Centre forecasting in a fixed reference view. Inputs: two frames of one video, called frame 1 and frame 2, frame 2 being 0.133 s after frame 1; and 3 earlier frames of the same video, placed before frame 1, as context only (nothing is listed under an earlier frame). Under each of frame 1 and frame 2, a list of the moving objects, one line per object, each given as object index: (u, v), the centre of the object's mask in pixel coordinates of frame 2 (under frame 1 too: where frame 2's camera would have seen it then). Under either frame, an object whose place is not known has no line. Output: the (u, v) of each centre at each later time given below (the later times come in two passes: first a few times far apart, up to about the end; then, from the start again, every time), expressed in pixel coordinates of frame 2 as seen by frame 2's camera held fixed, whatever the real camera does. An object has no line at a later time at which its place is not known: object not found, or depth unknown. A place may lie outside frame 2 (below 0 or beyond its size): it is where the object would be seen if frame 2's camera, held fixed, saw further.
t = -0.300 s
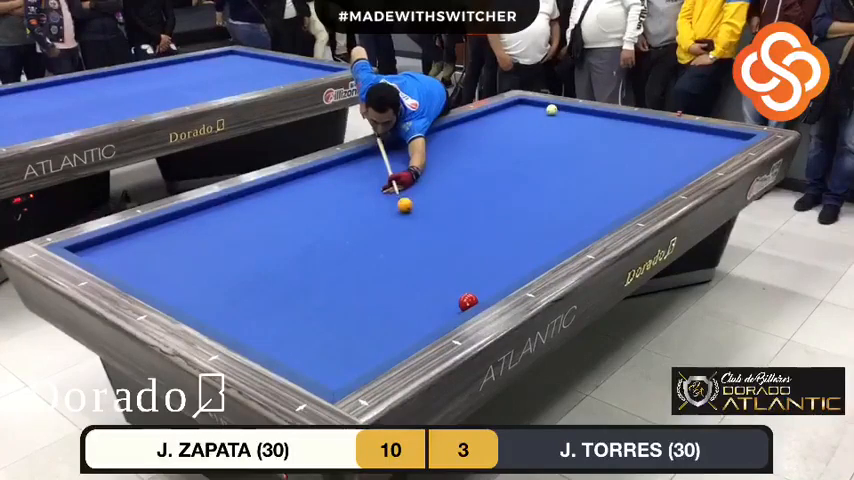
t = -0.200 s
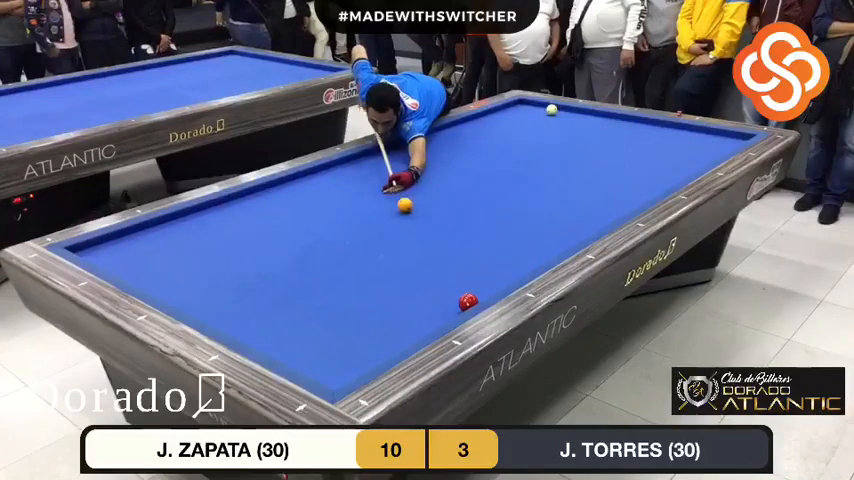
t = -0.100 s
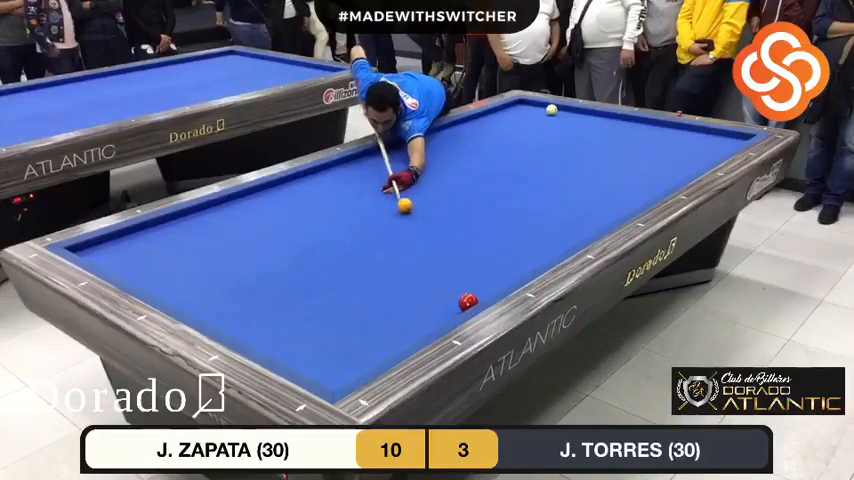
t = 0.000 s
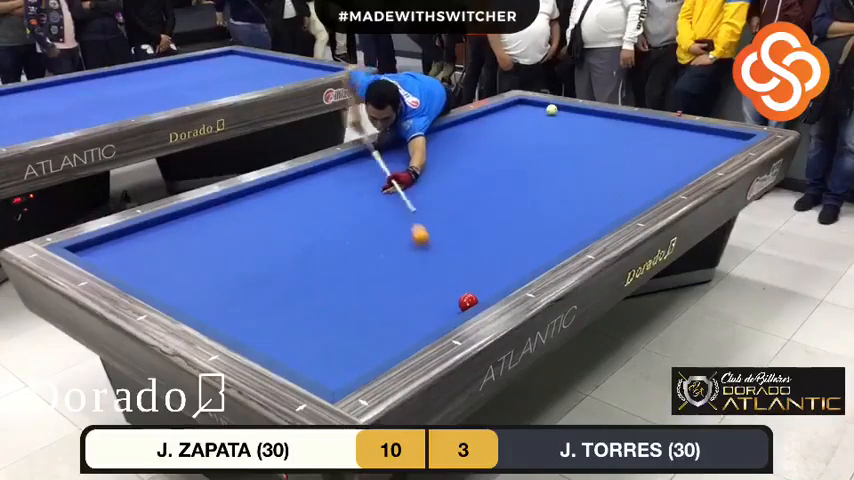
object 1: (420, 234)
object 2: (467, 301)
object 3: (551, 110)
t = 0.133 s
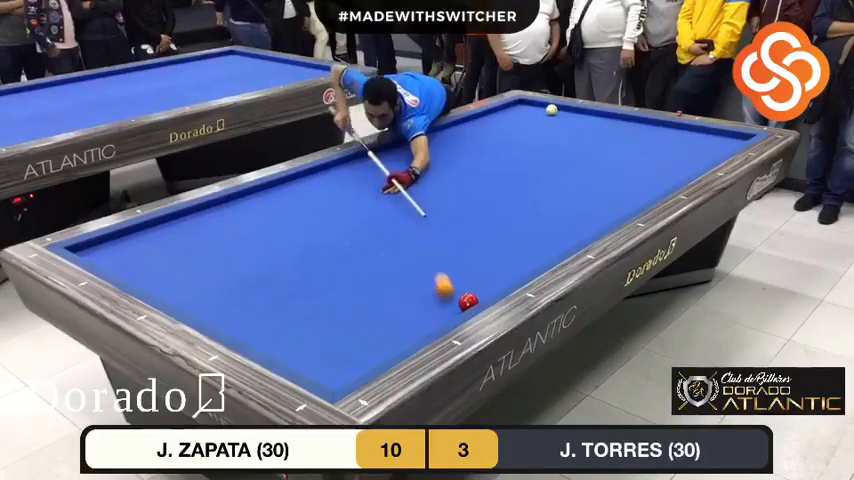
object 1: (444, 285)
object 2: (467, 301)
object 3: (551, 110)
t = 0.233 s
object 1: (426, 324)
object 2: (456, 294)
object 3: (551, 110)
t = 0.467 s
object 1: (325, 335)
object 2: (417, 268)
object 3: (552, 110)
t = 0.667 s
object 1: (360, 274)
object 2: (390, 250)
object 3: (551, 110)
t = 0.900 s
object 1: (381, 237)
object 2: (364, 225)
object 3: (551, 110)
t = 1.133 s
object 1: (396, 215)
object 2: (342, 198)
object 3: (551, 109)
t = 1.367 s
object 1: (409, 197)
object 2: (324, 176)
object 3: (551, 110)
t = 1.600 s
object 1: (420, 180)
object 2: (345, 173)
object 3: (551, 110)
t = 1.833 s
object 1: (430, 166)
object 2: (382, 175)
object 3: (551, 110)
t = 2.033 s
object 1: (438, 155)
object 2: (413, 176)
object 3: (551, 110)
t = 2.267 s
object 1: (446, 143)
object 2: (450, 178)
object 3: (551, 110)
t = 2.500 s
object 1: (454, 133)
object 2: (486, 180)
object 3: (551, 110)
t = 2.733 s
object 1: (460, 123)
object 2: (523, 182)
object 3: (551, 109)
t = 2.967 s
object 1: (481, 117)
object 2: (560, 184)
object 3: (551, 109)
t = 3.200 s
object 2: (597, 185)
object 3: (551, 109)
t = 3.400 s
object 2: (630, 187)
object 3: (551, 110)
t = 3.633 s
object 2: (659, 187)
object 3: (551, 110)
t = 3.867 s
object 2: (646, 182)
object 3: (555, 112)
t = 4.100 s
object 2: (636, 177)
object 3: (560, 115)
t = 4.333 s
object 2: (626, 171)
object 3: (565, 118)
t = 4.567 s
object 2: (617, 167)
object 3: (569, 122)
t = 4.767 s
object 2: (610, 164)
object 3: (573, 124)
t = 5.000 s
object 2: (601, 159)
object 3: (578, 127)
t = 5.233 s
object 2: (594, 156)
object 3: (583, 130)
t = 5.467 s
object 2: (587, 152)
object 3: (588, 133)
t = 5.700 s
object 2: (580, 148)
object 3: (592, 136)
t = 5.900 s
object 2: (575, 147)
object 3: (596, 139)
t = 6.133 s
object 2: (569, 144)
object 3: (601, 141)
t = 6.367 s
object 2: (563, 142)
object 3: (605, 144)
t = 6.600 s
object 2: (558, 139)
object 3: (609, 146)
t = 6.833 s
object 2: (554, 137)
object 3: (613, 149)
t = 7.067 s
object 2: (550, 135)
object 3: (617, 151)
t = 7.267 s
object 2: (546, 134)
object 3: (620, 153)
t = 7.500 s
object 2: (543, 132)
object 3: (624, 155)
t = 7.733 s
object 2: (539, 130)
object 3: (627, 157)
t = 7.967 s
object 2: (536, 129)
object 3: (630, 159)
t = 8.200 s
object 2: (533, 127)
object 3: (633, 161)
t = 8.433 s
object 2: (530, 126)
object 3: (635, 162)
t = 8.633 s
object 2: (529, 126)
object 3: (637, 163)
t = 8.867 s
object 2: (526, 125)
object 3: (639, 165)
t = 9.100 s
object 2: (525, 124)
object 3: (641, 166)
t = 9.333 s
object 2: (523, 124)
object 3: (643, 167)
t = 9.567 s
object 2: (522, 123)
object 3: (644, 167)
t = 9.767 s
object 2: (521, 123)
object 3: (644, 167)
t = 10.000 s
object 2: (520, 122)
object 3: (645, 168)
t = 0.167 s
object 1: (447, 299)
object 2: (468, 301)
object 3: (551, 110)
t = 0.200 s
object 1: (438, 313)
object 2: (463, 299)
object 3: (551, 110)
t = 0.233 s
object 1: (426, 324)
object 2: (456, 294)
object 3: (551, 110)
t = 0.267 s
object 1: (404, 334)
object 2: (449, 290)
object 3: (551, 110)
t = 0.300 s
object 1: (378, 344)
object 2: (443, 285)
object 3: (551, 110)
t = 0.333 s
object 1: (351, 353)
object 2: (437, 282)
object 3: (551, 110)
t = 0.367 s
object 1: (324, 362)
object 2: (431, 278)
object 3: (551, 110)
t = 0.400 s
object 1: (310, 363)
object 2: (426, 274)
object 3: (551, 110)
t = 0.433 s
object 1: (318, 349)
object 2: (421, 271)
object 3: (552, 110)
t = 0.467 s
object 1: (325, 335)
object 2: (417, 268)
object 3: (552, 110)
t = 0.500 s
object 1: (333, 323)
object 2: (412, 265)
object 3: (551, 110)
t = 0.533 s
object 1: (339, 312)
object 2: (407, 262)
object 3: (551, 110)
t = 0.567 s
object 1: (345, 301)
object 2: (403, 259)
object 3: (551, 110)
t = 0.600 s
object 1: (350, 291)
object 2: (399, 256)
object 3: (551, 110)
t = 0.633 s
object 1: (356, 282)
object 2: (394, 253)
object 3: (551, 110)
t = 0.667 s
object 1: (360, 274)
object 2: (390, 250)
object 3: (551, 110)
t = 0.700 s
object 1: (363, 266)
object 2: (386, 248)
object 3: (551, 110)
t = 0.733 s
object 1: (367, 259)
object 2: (383, 245)
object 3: (551, 110)
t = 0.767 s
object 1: (370, 252)
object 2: (380, 242)
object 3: (551, 110)
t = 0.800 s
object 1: (374, 247)
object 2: (375, 235)
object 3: (551, 110)
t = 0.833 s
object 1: (376, 243)
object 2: (368, 233)
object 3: (551, 110)
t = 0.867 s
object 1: (378, 240)
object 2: (367, 229)
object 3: (551, 110)
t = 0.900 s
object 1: (381, 237)
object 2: (364, 225)
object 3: (551, 110)
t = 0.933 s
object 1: (383, 233)
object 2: (360, 221)
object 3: (551, 110)
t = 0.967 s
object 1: (385, 230)
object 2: (357, 217)
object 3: (551, 110)
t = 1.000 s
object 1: (387, 227)
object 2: (354, 212)
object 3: (552, 109)
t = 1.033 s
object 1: (389, 224)
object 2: (351, 209)
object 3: (552, 110)
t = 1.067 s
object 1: (391, 221)
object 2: (348, 205)
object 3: (552, 110)
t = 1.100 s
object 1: (393, 218)
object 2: (345, 202)
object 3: (551, 110)
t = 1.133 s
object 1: (396, 215)
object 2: (342, 198)
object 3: (551, 109)
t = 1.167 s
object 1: (398, 212)
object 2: (339, 195)
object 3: (551, 109)
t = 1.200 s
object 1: (399, 209)
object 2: (336, 191)
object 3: (551, 110)
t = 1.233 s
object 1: (401, 207)
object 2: (334, 189)
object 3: (551, 110)
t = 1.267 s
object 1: (403, 204)
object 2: (331, 185)
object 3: (551, 110)
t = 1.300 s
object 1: (405, 202)
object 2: (328, 182)
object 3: (551, 110)
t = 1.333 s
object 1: (407, 199)
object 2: (326, 180)
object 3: (551, 110)
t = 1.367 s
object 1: (409, 197)
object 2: (324, 176)
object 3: (551, 110)
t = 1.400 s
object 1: (410, 194)
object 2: (321, 173)
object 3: (551, 109)
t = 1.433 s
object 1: (412, 192)
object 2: (319, 171)
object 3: (551, 109)
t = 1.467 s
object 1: (414, 190)
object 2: (320, 169)
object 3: (551, 110)
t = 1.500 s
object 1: (415, 187)
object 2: (326, 170)
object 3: (551, 110)
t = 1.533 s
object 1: (417, 185)
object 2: (333, 171)
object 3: (551, 110)
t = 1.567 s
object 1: (419, 183)
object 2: (339, 171)
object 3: (552, 110)
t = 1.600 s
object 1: (420, 180)
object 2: (345, 173)
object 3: (551, 110)
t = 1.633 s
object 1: (422, 178)
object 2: (351, 173)
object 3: (551, 110)
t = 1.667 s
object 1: (423, 176)
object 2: (356, 173)
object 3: (551, 110)
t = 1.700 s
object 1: (424, 174)
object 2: (361, 174)
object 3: (551, 110)
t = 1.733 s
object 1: (425, 172)
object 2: (367, 174)
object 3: (551, 110)
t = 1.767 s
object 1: (427, 170)
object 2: (372, 174)
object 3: (551, 110)
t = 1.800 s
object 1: (429, 168)
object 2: (377, 174)
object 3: (551, 110)
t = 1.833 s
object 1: (430, 166)
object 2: (382, 175)
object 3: (551, 110)
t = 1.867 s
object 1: (431, 164)
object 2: (387, 175)
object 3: (551, 110)
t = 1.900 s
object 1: (433, 162)
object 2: (393, 175)
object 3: (551, 110)
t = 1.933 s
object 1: (434, 160)
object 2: (397, 175)
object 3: (551, 110)
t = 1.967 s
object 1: (436, 159)
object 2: (403, 175)
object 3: (551, 110)
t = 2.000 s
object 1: (437, 157)
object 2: (408, 176)
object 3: (551, 110)
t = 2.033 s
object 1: (438, 155)
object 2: (413, 176)
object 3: (551, 110)
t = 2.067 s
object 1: (439, 153)
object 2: (418, 176)
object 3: (551, 110)
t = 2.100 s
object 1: (440, 152)
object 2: (424, 176)
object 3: (551, 110)
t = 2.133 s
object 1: (441, 150)
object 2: (429, 177)
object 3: (551, 110)
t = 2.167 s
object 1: (443, 149)
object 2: (434, 177)
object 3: (551, 110)
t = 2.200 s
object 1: (444, 147)
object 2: (439, 177)
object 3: (551, 110)
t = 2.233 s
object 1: (445, 145)
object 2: (444, 178)
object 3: (551, 110)
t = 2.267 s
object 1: (446, 143)
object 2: (450, 178)
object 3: (551, 110)
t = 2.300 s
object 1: (447, 142)
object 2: (455, 178)
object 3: (551, 110)
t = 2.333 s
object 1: (448, 141)
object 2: (460, 178)
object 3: (551, 110)
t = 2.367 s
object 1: (449, 139)
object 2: (465, 179)
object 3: (551, 110)
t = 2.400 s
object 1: (450, 138)
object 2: (470, 179)
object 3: (551, 110)
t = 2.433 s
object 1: (452, 136)
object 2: (476, 179)
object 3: (551, 110)
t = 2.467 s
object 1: (452, 134)
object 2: (481, 179)
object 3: (551, 110)
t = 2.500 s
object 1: (454, 133)
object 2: (486, 180)
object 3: (551, 110)
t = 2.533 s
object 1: (454, 132)
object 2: (492, 180)
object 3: (551, 110)
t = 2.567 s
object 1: (456, 130)
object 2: (497, 181)
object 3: (551, 110)
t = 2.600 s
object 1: (456, 129)
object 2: (502, 181)
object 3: (551, 110)
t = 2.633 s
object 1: (457, 127)
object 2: (507, 182)
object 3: (551, 110)
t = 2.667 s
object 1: (458, 126)
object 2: (513, 182)
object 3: (551, 110)
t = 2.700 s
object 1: (459, 125)
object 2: (518, 182)
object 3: (551, 110)
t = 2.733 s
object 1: (460, 123)
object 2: (523, 182)
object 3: (551, 109)
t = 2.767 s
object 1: (461, 122)
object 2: (528, 182)
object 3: (551, 109)
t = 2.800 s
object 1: (462, 121)
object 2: (534, 183)
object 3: (551, 109)
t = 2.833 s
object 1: (465, 120)
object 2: (539, 183)
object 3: (551, 109)
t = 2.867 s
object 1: (469, 119)
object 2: (544, 183)
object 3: (551, 109)
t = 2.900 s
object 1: (473, 119)
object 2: (550, 183)
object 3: (551, 109)
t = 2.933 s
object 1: (477, 118)
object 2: (555, 183)
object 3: (551, 110)
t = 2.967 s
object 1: (481, 117)
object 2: (560, 184)
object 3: (551, 109)
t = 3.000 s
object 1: (485, 117)
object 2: (565, 184)
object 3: (551, 109)
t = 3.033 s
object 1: (488, 116)
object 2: (570, 184)
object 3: (551, 110)
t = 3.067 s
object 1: (492, 115)
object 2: (576, 184)
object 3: (551, 109)
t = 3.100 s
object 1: (495, 115)
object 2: (581, 185)
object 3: (551, 110)
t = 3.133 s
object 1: (499, 114)
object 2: (587, 185)
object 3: (551, 109)
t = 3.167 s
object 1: (503, 113)
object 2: (592, 185)
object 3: (551, 110)
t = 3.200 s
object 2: (597, 185)
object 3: (551, 109)
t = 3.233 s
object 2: (603, 186)
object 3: (551, 109)
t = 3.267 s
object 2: (608, 186)
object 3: (551, 110)
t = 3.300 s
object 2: (614, 186)
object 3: (551, 110)
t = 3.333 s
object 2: (619, 186)
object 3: (551, 110)
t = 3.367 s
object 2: (624, 187)
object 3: (551, 110)
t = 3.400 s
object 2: (630, 187)
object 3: (551, 110)
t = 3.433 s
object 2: (635, 187)
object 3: (551, 110)
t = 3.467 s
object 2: (640, 188)
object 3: (551, 110)
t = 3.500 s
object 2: (645, 188)
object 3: (551, 110)
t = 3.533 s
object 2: (651, 188)
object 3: (551, 110)
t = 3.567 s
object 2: (656, 188)
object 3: (551, 110)
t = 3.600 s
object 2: (660, 187)
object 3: (551, 110)
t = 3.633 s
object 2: (659, 187)
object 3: (551, 110)
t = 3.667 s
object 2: (656, 187)
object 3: (551, 110)
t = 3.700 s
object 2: (655, 186)
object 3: (551, 110)
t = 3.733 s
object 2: (653, 185)
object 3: (552, 110)
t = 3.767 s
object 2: (651, 184)
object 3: (552, 110)
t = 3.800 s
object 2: (650, 183)
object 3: (554, 111)
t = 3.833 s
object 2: (648, 183)
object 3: (554, 112)
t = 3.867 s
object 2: (646, 182)
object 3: (555, 112)
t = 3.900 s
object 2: (645, 181)
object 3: (556, 112)
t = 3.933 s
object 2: (643, 180)
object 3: (556, 113)
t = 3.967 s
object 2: (642, 179)
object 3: (557, 113)
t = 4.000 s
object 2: (640, 179)
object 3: (558, 114)
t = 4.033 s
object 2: (639, 178)
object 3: (558, 114)
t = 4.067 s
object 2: (637, 177)
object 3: (559, 115)
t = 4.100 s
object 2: (636, 177)
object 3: (560, 115)
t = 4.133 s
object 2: (634, 176)
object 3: (560, 116)
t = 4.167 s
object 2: (633, 175)
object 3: (561, 116)
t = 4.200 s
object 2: (632, 174)
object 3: (562, 116)
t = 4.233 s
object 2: (630, 174)
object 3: (562, 117)
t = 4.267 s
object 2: (629, 173)
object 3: (563, 117)
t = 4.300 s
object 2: (627, 172)
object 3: (564, 118)
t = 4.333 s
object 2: (626, 171)
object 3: (565, 118)
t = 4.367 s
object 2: (625, 170)
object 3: (565, 119)
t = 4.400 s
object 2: (623, 170)
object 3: (566, 119)
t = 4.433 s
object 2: (622, 169)
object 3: (567, 120)
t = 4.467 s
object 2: (621, 169)
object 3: (567, 120)
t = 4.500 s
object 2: (619, 168)
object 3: (568, 121)
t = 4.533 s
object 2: (618, 168)
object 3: (569, 121)
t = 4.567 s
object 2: (617, 167)
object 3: (569, 122)
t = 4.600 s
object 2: (616, 166)
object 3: (570, 122)
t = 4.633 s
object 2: (615, 166)
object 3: (571, 122)
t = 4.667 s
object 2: (613, 165)
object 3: (571, 123)
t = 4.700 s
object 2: (612, 165)
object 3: (572, 123)
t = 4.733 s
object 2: (611, 165)
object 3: (572, 124)
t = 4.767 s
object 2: (610, 164)
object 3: (573, 124)
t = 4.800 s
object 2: (608, 162)
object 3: (574, 125)
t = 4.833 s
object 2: (607, 162)
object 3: (575, 125)
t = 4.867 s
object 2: (606, 162)
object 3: (575, 125)
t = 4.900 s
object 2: (605, 161)
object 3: (576, 126)
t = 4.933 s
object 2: (604, 160)
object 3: (577, 126)
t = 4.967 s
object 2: (602, 160)
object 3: (577, 127)
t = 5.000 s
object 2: (601, 159)
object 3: (578, 127)
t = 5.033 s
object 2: (600, 159)
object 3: (579, 128)
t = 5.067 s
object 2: (599, 158)
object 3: (579, 128)
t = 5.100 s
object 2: (598, 158)
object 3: (580, 129)
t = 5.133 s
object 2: (597, 157)
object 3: (581, 129)
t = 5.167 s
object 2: (596, 156)
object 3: (582, 129)
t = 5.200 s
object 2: (595, 156)
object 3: (582, 130)
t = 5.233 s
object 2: (594, 156)
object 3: (583, 130)
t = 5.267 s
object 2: (593, 155)
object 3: (584, 131)
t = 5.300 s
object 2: (592, 155)
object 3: (585, 131)
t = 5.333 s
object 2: (591, 154)
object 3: (585, 131)
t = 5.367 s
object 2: (590, 154)
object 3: (586, 132)
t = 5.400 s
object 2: (589, 154)
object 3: (586, 132)
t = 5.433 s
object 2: (588, 153)
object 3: (587, 133)
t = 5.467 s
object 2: (587, 152)
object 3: (588, 133)
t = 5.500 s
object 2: (586, 152)
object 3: (588, 133)
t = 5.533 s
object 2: (585, 152)
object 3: (589, 134)
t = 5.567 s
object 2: (584, 151)
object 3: (590, 134)
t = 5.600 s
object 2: (583, 151)
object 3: (590, 135)
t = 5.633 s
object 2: (582, 150)
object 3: (591, 135)
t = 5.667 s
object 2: (581, 150)
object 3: (592, 135)
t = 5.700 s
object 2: (580, 148)
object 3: (592, 136)
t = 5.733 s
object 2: (579, 149)
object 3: (593, 137)
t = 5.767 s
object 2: (578, 148)
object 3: (594, 137)
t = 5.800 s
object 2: (577, 148)
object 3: (594, 137)
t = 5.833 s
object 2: (576, 148)
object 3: (595, 138)
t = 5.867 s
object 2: (576, 147)
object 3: (595, 138)
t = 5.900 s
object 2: (575, 147)
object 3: (596, 139)
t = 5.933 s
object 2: (574, 146)
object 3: (597, 139)
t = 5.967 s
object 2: (573, 146)
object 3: (597, 139)
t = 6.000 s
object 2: (572, 146)
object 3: (598, 140)
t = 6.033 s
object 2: (571, 145)
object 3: (599, 140)
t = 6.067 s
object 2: (570, 145)
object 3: (599, 141)
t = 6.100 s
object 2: (569, 145)
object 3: (600, 141)
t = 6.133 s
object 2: (569, 144)
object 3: (601, 141)
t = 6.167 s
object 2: (568, 144)
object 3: (601, 142)
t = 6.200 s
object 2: (567, 143)
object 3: (602, 142)
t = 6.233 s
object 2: (566, 143)
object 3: (602, 143)
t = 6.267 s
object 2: (566, 143)
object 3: (603, 143)
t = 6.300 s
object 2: (565, 142)
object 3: (603, 143)
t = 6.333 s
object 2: (564, 142)
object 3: (604, 144)
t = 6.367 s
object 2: (563, 142)
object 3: (605, 144)
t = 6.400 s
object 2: (562, 141)
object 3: (605, 144)
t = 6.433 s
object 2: (562, 141)
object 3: (606, 144)
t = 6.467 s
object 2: (561, 140)
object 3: (606, 145)
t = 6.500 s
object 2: (560, 140)
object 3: (607, 145)
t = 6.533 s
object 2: (560, 140)
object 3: (608, 146)
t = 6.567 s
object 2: (559, 140)
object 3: (608, 146)
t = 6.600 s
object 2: (558, 139)
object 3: (609, 146)
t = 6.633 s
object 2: (558, 139)
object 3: (610, 146)
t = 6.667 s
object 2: (557, 139)
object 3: (610, 147)
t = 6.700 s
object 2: (556, 138)
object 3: (610, 147)
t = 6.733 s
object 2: (556, 138)
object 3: (611, 148)
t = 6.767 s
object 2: (555, 138)
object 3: (612, 148)
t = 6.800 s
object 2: (554, 137)
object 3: (613, 149)
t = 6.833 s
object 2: (554, 137)
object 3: (613, 149)
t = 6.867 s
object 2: (553, 137)
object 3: (614, 149)
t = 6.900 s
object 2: (553, 137)
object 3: (615, 150)
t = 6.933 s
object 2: (552, 137)
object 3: (615, 150)
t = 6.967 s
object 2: (552, 136)
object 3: (615, 150)
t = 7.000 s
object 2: (551, 136)
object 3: (616, 150)
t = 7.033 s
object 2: (550, 135)
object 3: (617, 151)
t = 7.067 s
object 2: (550, 135)
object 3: (617, 151)
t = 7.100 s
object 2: (549, 135)
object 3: (618, 151)
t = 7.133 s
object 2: (549, 135)
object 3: (618, 152)
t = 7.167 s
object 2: (548, 134)
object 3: (619, 152)
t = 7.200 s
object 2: (547, 134)
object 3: (619, 152)
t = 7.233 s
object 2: (547, 134)
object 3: (620, 152)
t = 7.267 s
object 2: (546, 134)
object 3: (620, 153)
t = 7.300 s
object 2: (546, 134)
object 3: (621, 153)
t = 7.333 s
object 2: (545, 133)
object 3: (621, 154)
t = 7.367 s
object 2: (544, 133)
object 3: (622, 154)
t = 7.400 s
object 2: (544, 133)
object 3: (622, 154)
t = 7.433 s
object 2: (544, 133)
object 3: (623, 154)
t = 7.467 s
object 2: (543, 132)
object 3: (623, 155)
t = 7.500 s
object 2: (543, 132)
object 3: (624, 155)
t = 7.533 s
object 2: (542, 132)
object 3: (624, 155)
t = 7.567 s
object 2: (541, 131)
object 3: (625, 155)
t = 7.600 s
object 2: (541, 131)
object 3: (625, 156)
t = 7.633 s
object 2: (541, 131)
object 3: (626, 156)
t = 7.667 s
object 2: (540, 131)
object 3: (626, 156)
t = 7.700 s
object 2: (540, 130)
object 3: (626, 157)
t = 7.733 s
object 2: (539, 130)
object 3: (627, 157)
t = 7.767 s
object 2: (539, 130)
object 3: (627, 157)
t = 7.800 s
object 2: (538, 130)
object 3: (628, 157)
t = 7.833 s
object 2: (538, 130)
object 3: (628, 157)
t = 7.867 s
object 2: (537, 129)
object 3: (629, 158)
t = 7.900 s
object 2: (537, 129)
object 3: (629, 158)
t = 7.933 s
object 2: (537, 129)
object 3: (630, 158)
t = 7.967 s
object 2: (536, 129)
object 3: (630, 159)
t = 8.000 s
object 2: (535, 128)
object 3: (630, 159)
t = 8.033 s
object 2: (535, 128)
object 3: (631, 159)
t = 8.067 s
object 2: (535, 128)
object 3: (631, 160)
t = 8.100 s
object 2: (534, 128)
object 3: (631, 160)
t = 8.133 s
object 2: (534, 128)
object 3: (632, 160)
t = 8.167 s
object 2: (533, 128)
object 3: (632, 160)
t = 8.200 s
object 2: (533, 127)
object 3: (633, 161)
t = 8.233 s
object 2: (533, 127)
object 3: (633, 161)
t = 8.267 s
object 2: (533, 127)
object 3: (633, 161)
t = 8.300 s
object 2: (532, 127)
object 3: (633, 161)
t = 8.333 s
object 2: (532, 127)
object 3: (634, 161)
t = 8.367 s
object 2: (531, 127)
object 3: (634, 162)
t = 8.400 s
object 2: (531, 127)
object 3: (635, 162)
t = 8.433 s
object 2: (530, 126)
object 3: (635, 162)
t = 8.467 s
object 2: (530, 126)
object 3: (635, 162)
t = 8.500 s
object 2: (530, 126)
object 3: (636, 163)
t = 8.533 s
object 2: (529, 126)
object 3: (636, 163)
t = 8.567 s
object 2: (529, 126)
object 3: (636, 163)
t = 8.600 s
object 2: (529, 126)
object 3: (636, 163)
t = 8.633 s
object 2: (529, 126)
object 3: (637, 163)
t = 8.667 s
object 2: (528, 126)
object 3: (637, 164)
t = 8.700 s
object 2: (528, 125)
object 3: (637, 164)
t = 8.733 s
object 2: (528, 125)
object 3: (638, 164)
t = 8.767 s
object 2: (527, 125)
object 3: (638, 164)
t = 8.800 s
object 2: (527, 125)
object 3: (638, 164)
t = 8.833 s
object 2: (527, 125)
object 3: (639, 164)
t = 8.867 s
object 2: (526, 125)
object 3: (639, 165)
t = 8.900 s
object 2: (526, 125)
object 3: (639, 165)
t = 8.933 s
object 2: (526, 125)
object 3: (640, 165)
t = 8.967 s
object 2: (525, 125)
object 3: (640, 165)
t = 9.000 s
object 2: (525, 125)
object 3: (640, 166)
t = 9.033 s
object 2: (525, 125)
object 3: (640, 165)
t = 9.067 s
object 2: (525, 124)
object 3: (641, 166)
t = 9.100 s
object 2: (525, 124)
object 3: (641, 166)
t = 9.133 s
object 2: (524, 124)
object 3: (641, 166)
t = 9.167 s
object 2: (524, 124)
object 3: (642, 166)
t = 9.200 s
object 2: (524, 124)
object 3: (642, 166)
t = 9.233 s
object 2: (523, 124)
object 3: (642, 166)
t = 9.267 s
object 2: (523, 124)
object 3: (642, 166)
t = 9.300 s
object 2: (523, 124)
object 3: (642, 166)
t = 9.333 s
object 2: (523, 124)
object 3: (643, 167)
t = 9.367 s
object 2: (523, 124)
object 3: (643, 166)
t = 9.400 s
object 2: (523, 123)
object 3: (643, 167)
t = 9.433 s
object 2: (522, 123)
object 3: (643, 167)
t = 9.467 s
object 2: (522, 123)
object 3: (643, 167)
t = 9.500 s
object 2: (522, 123)
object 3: (643, 167)
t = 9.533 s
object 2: (522, 123)
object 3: (643, 167)
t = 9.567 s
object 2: (522, 123)
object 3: (644, 167)
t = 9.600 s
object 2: (522, 123)
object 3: (644, 167)
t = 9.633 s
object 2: (521, 123)
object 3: (644, 167)
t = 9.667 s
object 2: (521, 123)
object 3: (644, 167)
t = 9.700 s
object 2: (521, 123)
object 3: (644, 167)
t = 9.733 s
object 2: (521, 123)
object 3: (644, 167)
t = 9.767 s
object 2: (521, 123)
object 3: (644, 167)
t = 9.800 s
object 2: (521, 123)
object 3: (644, 168)
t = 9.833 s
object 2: (521, 123)
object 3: (645, 168)
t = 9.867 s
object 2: (521, 122)
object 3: (645, 168)
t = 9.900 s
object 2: (521, 123)
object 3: (645, 168)
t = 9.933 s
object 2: (521, 122)
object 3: (645, 168)
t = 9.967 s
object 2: (520, 122)
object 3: (645, 168)
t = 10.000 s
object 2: (520, 122)
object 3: (645, 168)
